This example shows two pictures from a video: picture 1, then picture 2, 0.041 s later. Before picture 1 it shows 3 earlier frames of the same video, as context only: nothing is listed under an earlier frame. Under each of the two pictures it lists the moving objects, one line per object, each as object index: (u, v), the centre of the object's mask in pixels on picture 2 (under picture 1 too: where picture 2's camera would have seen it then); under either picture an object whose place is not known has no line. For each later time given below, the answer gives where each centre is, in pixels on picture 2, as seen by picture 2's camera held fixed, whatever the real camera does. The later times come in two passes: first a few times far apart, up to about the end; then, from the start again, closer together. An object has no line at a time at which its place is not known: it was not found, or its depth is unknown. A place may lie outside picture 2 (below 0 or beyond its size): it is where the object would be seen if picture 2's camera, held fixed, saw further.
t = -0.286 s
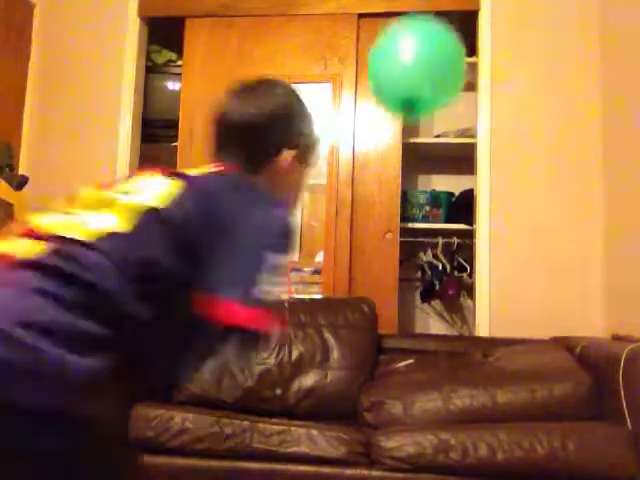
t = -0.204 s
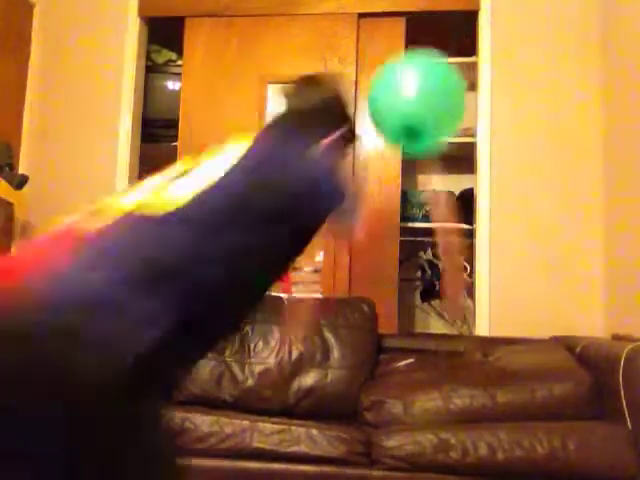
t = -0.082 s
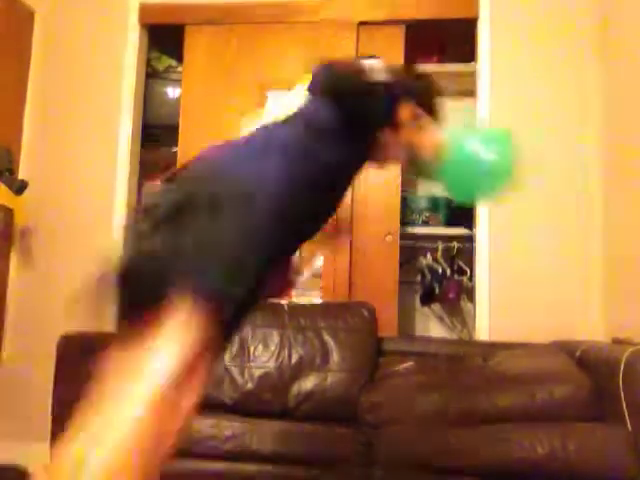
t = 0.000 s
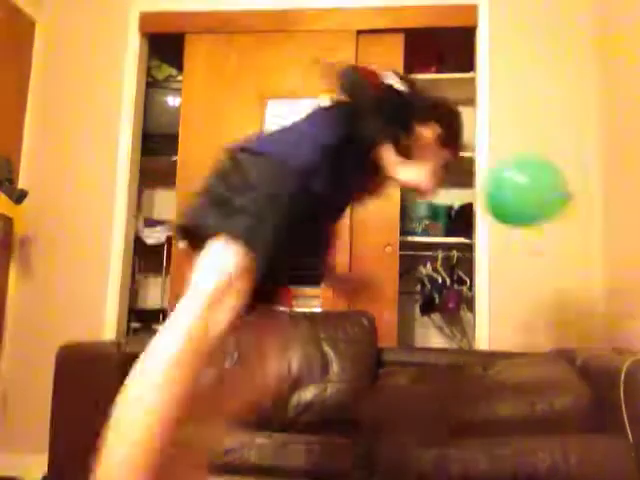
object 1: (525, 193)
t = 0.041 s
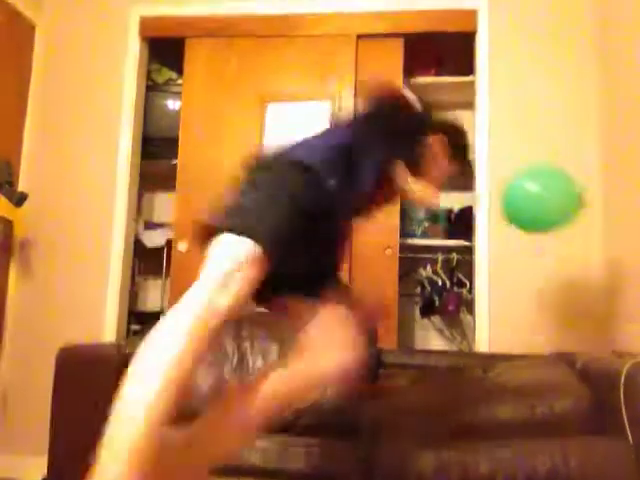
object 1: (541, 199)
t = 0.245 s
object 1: (573, 201)
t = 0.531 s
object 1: (576, 204)
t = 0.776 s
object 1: (575, 221)
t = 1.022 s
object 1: (579, 241)
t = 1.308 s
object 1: (579, 288)
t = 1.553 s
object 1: (581, 322)
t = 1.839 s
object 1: (574, 302)
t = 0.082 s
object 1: (554, 202)
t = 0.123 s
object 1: (562, 203)
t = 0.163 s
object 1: (568, 203)
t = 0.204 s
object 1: (571, 203)
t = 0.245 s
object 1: (573, 201)
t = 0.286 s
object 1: (573, 201)
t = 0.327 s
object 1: (573, 201)
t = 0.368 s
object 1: (573, 200)
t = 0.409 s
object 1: (573, 200)
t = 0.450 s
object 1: (573, 202)
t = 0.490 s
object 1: (575, 203)
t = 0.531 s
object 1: (576, 204)
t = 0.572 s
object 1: (576, 205)
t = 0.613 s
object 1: (575, 207)
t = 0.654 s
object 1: (576, 211)
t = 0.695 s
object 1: (576, 214)
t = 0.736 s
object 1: (576, 218)
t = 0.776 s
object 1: (575, 221)
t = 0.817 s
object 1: (576, 223)
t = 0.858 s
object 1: (577, 226)
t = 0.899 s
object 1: (578, 229)
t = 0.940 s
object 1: (578, 232)
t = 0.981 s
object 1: (578, 237)
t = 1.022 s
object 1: (579, 241)
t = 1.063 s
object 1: (579, 247)
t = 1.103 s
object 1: (579, 253)
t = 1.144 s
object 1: (579, 259)
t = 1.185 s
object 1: (578, 264)
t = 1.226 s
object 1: (579, 272)
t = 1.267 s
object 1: (579, 280)
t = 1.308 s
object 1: (579, 288)
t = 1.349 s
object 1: (579, 296)
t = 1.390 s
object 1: (579, 305)
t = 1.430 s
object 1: (581, 314)
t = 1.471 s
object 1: (581, 321)
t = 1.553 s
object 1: (581, 322)
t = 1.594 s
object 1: (579, 319)
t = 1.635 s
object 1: (574, 311)
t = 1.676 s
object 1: (574, 308)
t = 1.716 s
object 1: (574, 306)
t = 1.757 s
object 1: (574, 304)
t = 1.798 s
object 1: (574, 303)
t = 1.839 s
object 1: (574, 302)
